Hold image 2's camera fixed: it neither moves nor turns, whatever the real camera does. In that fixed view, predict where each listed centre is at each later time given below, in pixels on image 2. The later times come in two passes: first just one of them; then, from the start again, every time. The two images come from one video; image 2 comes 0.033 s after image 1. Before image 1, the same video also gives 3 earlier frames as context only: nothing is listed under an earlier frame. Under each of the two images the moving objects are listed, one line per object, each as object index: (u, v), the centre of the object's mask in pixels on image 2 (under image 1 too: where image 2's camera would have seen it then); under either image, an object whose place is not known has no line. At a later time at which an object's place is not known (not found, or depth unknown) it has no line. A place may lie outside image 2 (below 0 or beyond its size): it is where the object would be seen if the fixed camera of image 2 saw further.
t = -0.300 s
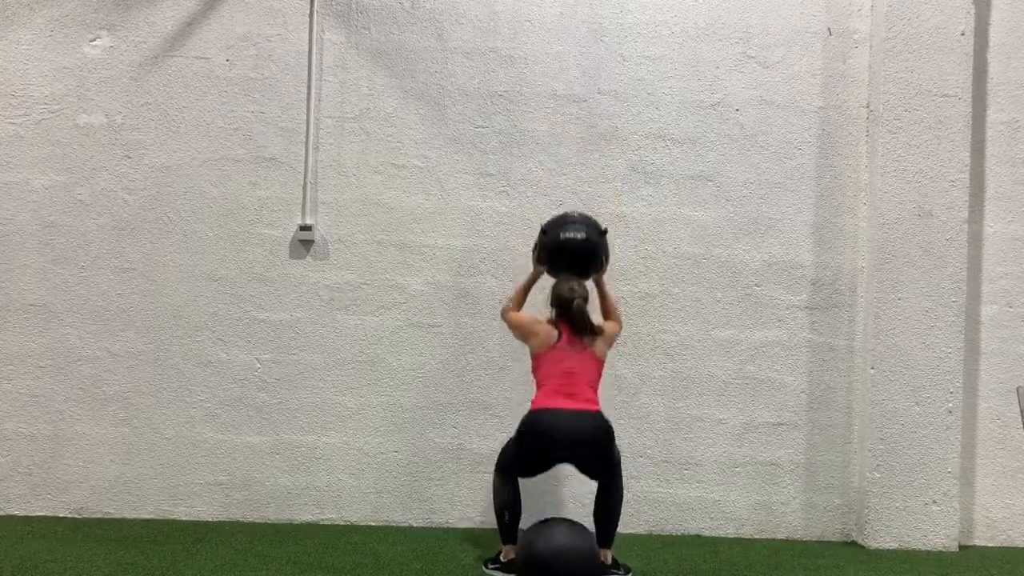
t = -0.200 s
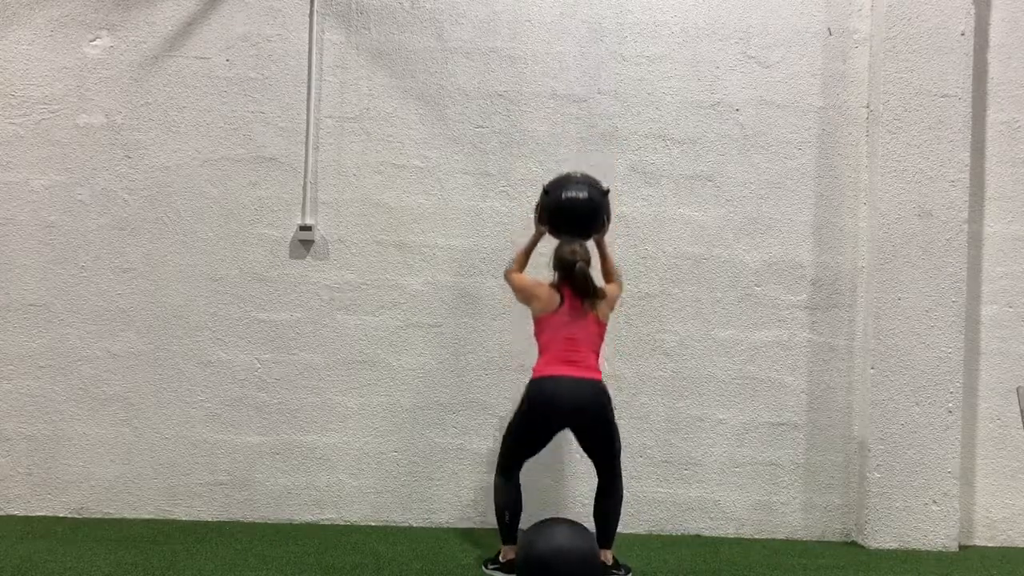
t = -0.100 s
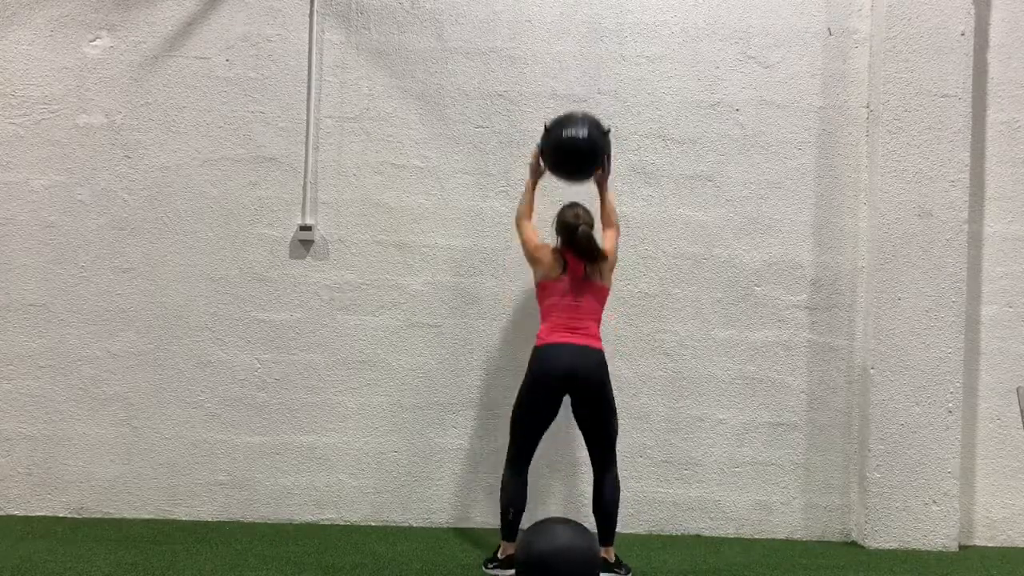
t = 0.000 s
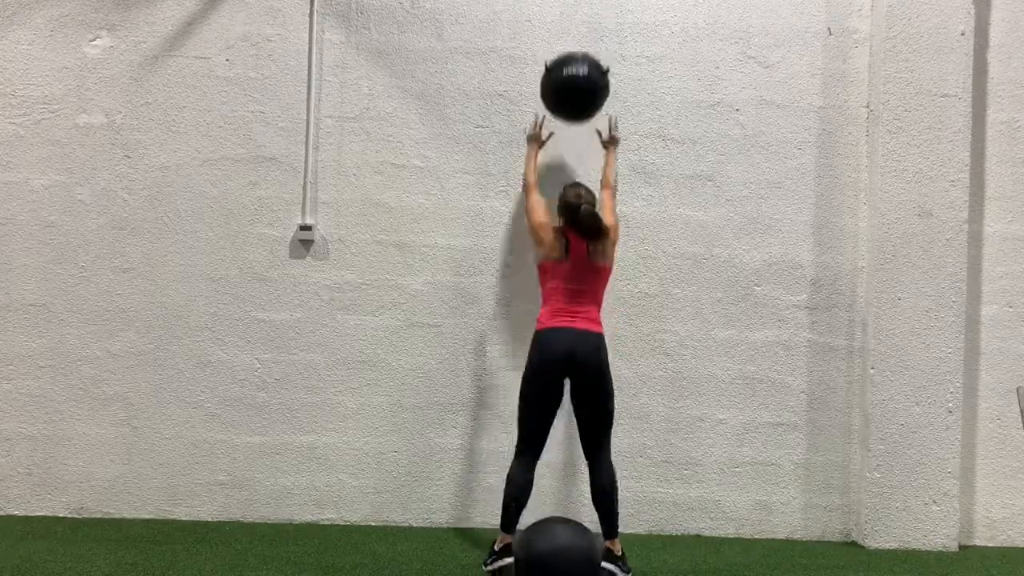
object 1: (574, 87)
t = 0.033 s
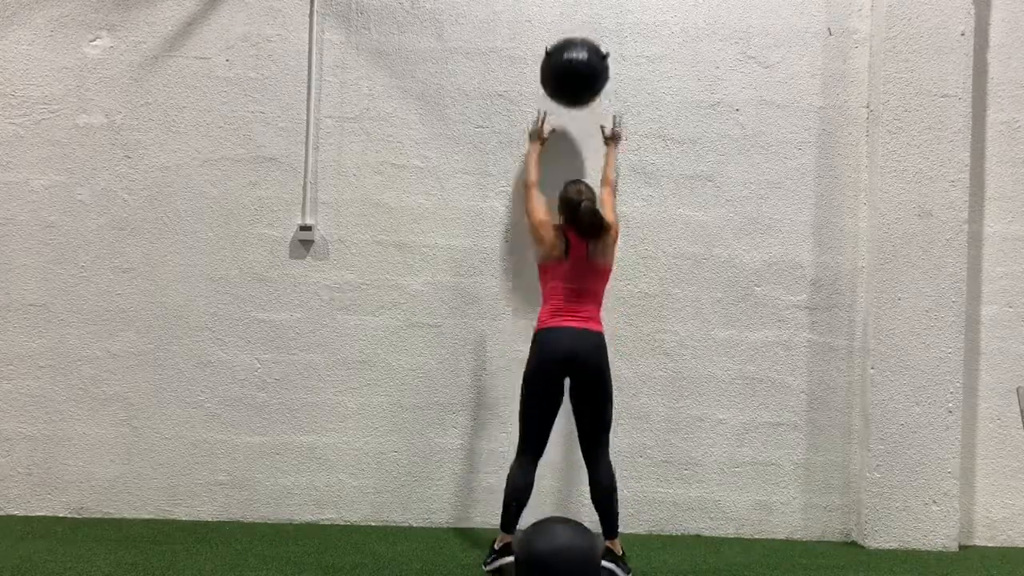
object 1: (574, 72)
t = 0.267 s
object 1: (574, 28)
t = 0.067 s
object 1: (574, 59)
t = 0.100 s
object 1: (573, 49)
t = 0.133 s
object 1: (572, 41)
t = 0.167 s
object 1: (572, 35)
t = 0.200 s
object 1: (572, 31)
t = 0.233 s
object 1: (573, 29)
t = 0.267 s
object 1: (574, 28)
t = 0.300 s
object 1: (574, 27)
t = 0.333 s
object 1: (575, 29)
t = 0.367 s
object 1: (575, 31)
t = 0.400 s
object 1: (576, 36)
